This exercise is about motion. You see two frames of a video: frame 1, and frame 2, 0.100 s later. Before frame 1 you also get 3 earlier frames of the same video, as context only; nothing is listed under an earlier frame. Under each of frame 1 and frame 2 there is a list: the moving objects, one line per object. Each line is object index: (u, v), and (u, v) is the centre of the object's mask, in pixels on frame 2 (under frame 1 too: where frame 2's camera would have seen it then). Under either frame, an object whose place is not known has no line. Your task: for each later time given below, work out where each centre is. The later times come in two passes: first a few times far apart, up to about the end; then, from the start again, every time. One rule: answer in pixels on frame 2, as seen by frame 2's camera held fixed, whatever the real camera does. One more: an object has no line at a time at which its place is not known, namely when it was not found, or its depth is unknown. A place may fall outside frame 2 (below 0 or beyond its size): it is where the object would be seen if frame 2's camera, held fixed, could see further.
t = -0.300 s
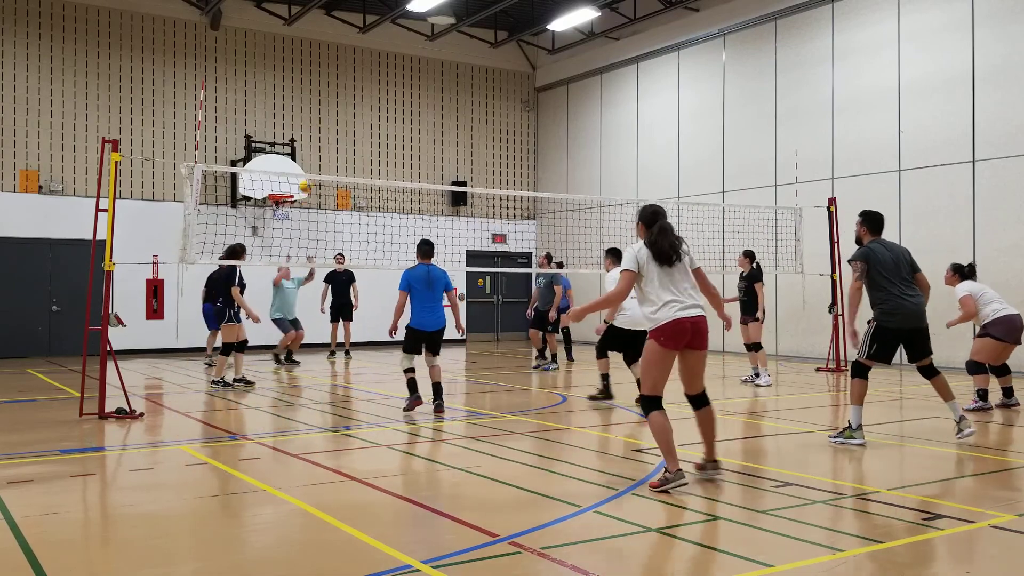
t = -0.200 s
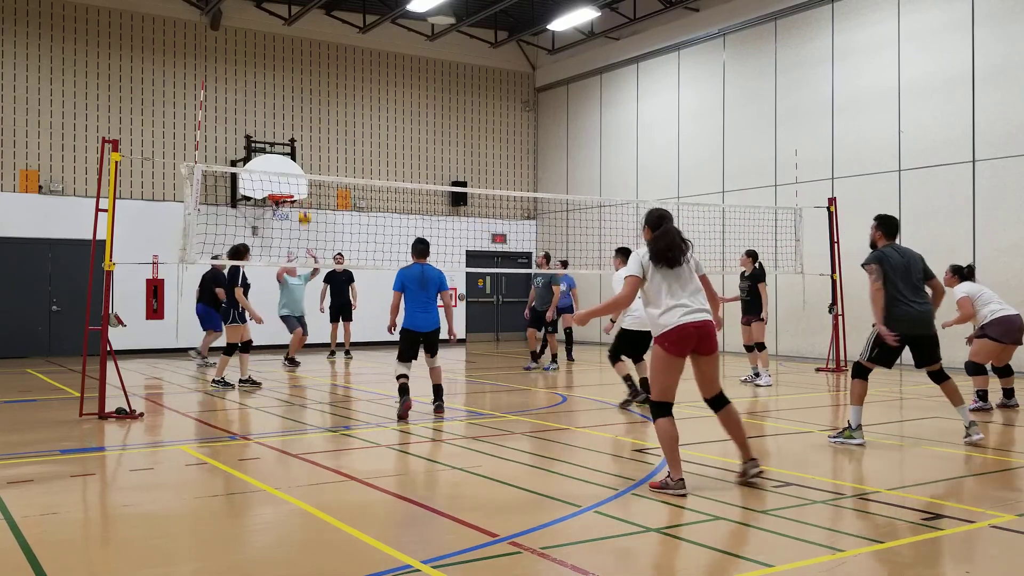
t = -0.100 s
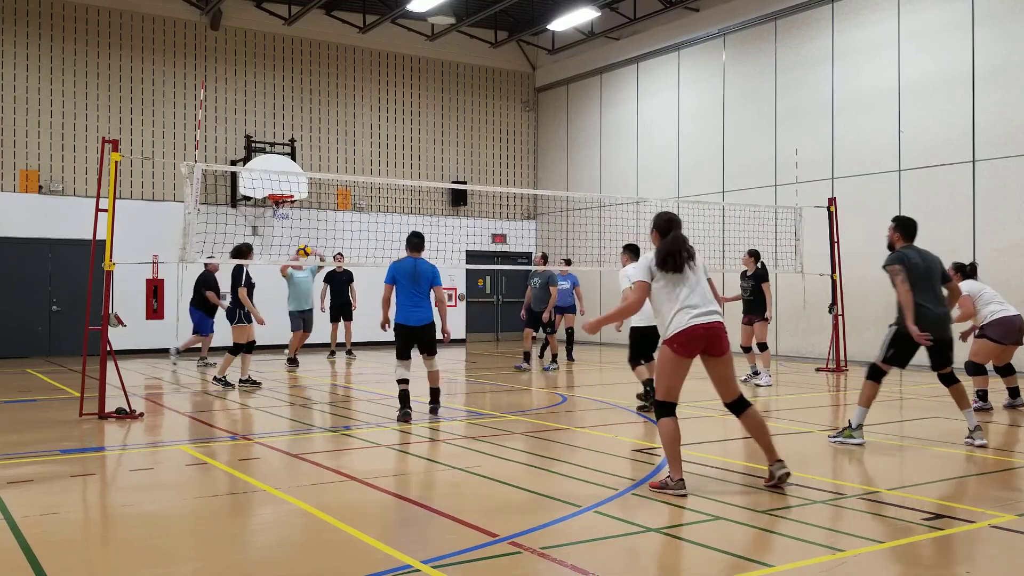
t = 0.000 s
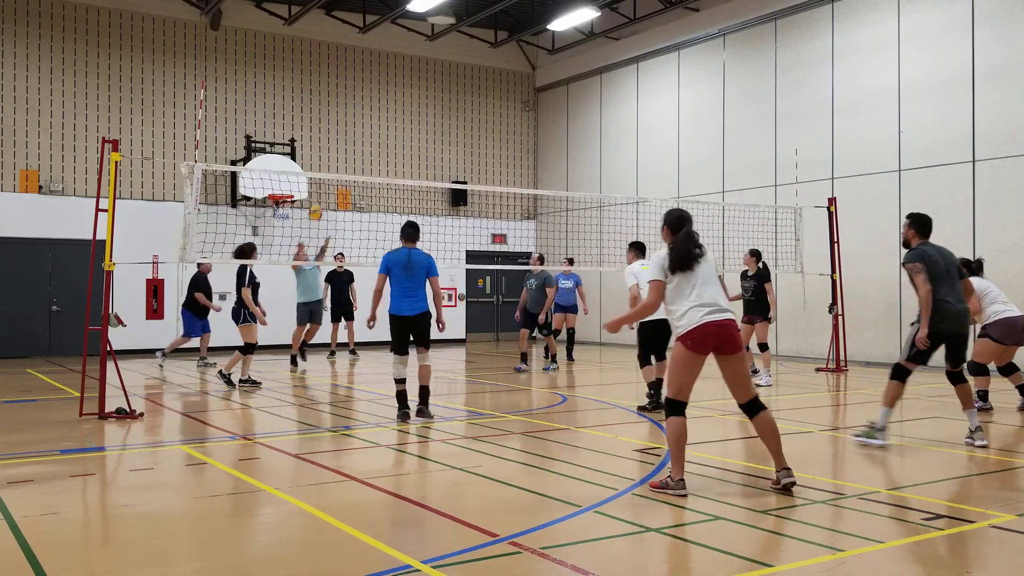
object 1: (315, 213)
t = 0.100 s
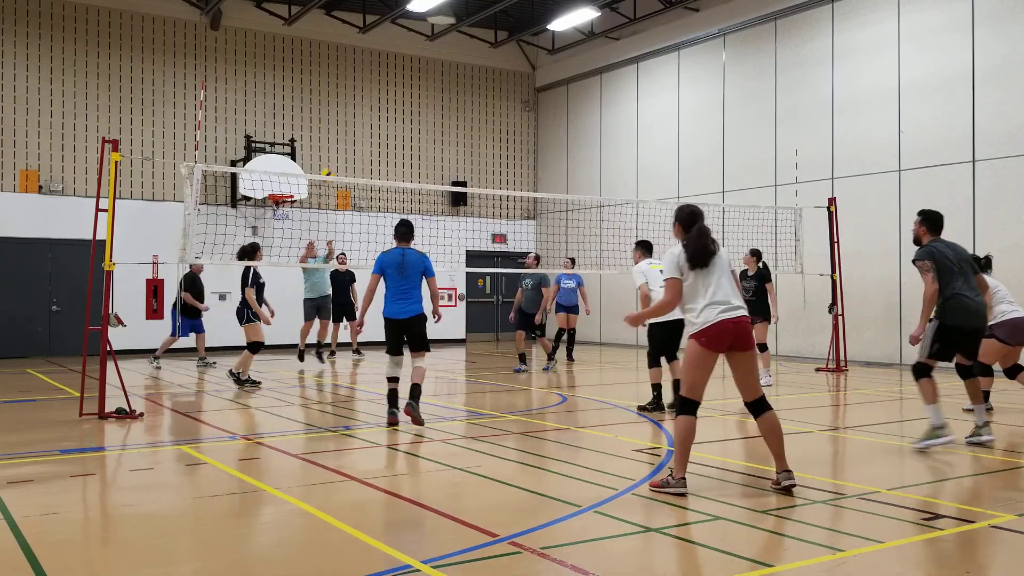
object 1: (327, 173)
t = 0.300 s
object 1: (359, 111)
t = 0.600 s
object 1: (420, 51)
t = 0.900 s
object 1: (512, 75)
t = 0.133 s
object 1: (333, 163)
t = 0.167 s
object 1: (339, 152)
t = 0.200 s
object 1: (343, 141)
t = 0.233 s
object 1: (349, 130)
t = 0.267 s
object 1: (353, 120)
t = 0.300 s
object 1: (359, 111)
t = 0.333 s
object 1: (365, 101)
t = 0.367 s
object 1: (371, 92)
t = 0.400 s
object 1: (377, 85)
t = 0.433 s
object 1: (384, 77)
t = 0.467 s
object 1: (390, 70)
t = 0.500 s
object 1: (397, 64)
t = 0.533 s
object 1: (405, 59)
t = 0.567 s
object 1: (413, 54)
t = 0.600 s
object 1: (420, 51)
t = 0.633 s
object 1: (428, 49)
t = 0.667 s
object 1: (437, 47)
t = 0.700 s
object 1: (446, 47)
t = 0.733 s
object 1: (456, 48)
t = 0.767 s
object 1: (465, 50)
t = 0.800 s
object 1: (476, 54)
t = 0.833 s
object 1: (488, 59)
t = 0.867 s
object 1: (500, 66)
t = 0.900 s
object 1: (512, 75)
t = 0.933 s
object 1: (525, 86)
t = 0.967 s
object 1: (538, 99)
